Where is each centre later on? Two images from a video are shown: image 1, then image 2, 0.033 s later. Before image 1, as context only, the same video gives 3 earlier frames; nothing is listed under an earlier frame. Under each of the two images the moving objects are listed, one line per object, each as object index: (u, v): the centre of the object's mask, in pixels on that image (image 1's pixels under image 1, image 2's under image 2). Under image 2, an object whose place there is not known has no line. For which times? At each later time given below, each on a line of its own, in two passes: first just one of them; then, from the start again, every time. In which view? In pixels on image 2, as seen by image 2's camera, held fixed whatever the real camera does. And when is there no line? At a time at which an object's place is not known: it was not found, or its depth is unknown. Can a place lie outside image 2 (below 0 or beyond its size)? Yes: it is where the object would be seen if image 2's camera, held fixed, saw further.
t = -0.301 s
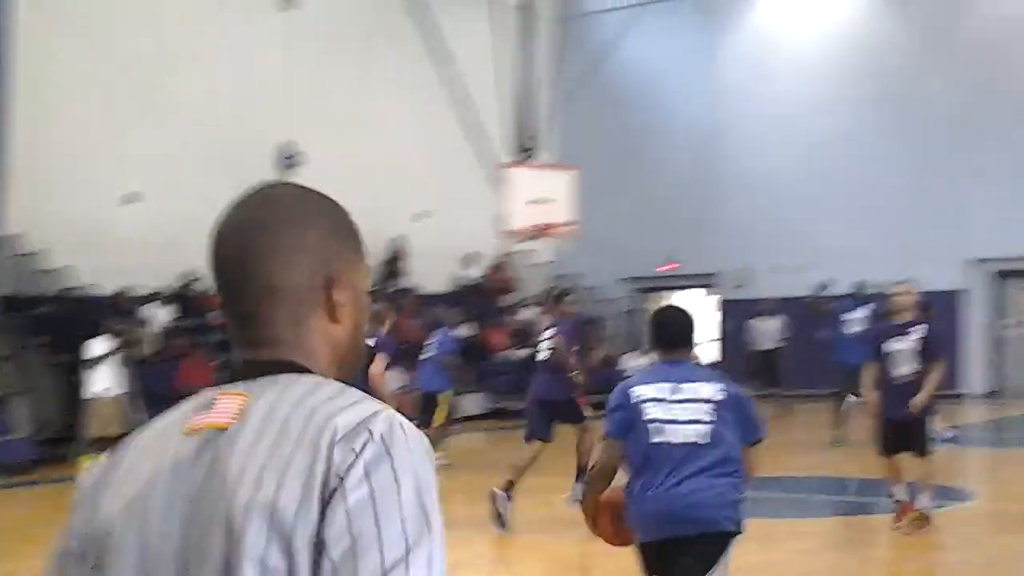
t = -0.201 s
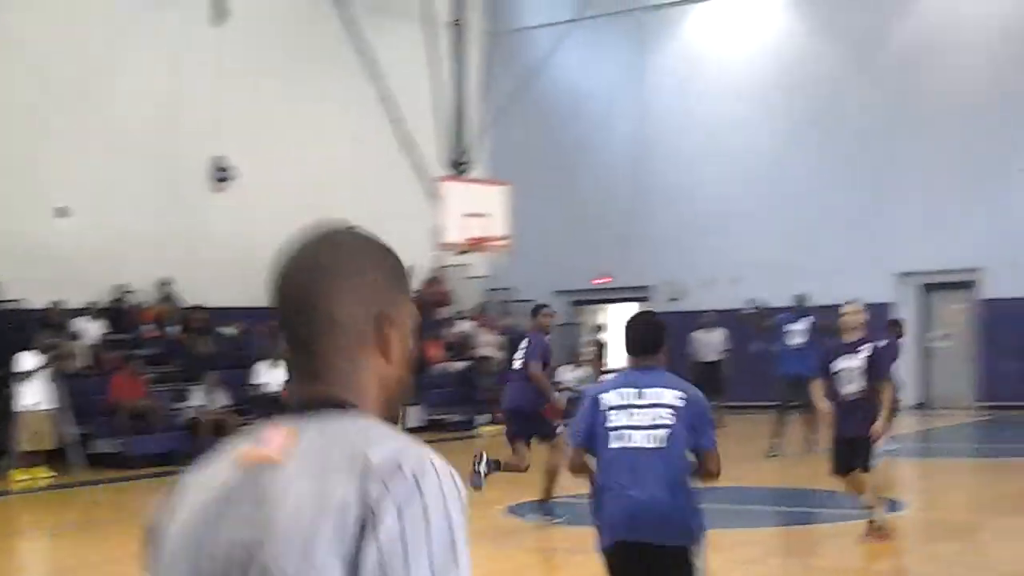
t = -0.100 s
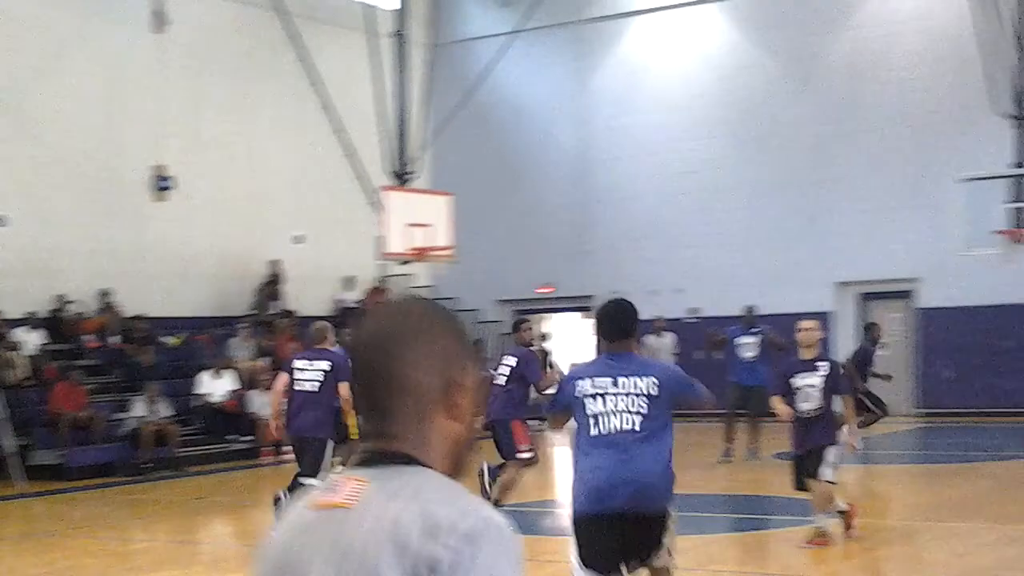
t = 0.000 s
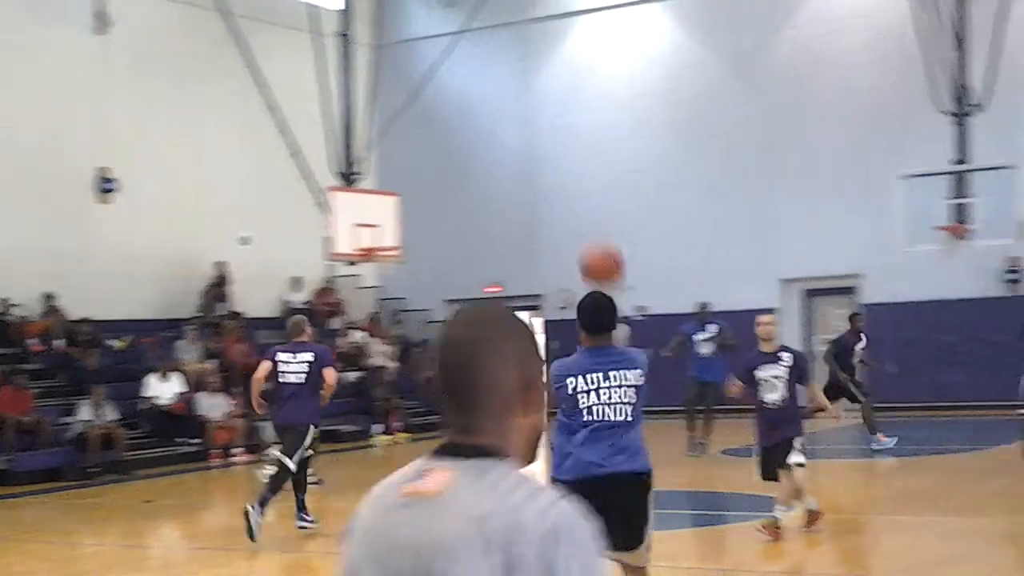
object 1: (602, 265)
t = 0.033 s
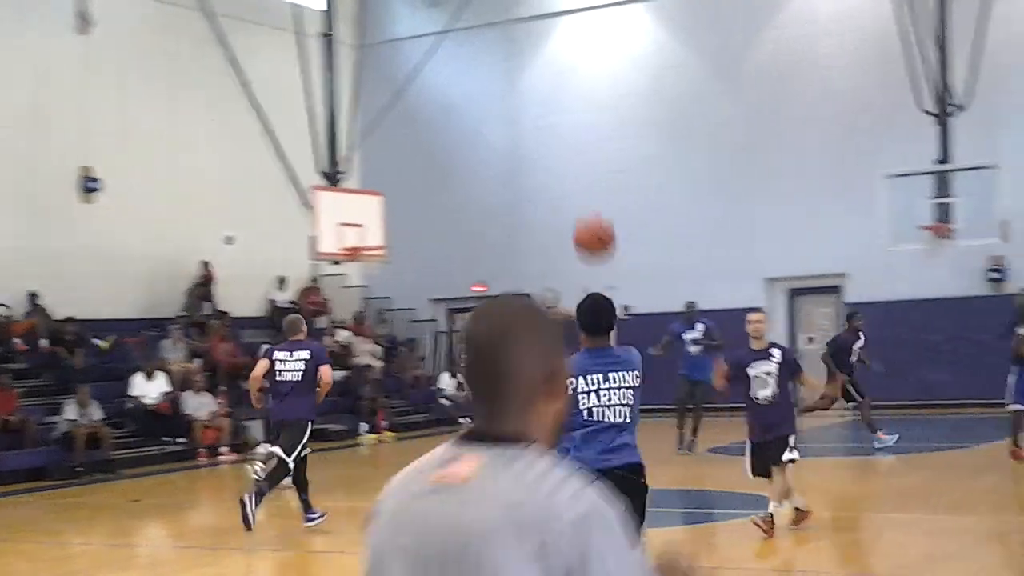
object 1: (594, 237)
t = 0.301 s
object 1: (639, 119)
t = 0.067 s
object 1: (596, 211)
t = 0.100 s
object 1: (601, 190)
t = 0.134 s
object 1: (605, 176)
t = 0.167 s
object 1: (609, 159)
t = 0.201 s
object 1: (618, 149)
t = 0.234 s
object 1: (624, 142)
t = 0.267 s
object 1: (635, 127)
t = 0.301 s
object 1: (639, 119)
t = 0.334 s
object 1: (637, 113)
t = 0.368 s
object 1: (642, 106)
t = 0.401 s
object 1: (649, 104)
